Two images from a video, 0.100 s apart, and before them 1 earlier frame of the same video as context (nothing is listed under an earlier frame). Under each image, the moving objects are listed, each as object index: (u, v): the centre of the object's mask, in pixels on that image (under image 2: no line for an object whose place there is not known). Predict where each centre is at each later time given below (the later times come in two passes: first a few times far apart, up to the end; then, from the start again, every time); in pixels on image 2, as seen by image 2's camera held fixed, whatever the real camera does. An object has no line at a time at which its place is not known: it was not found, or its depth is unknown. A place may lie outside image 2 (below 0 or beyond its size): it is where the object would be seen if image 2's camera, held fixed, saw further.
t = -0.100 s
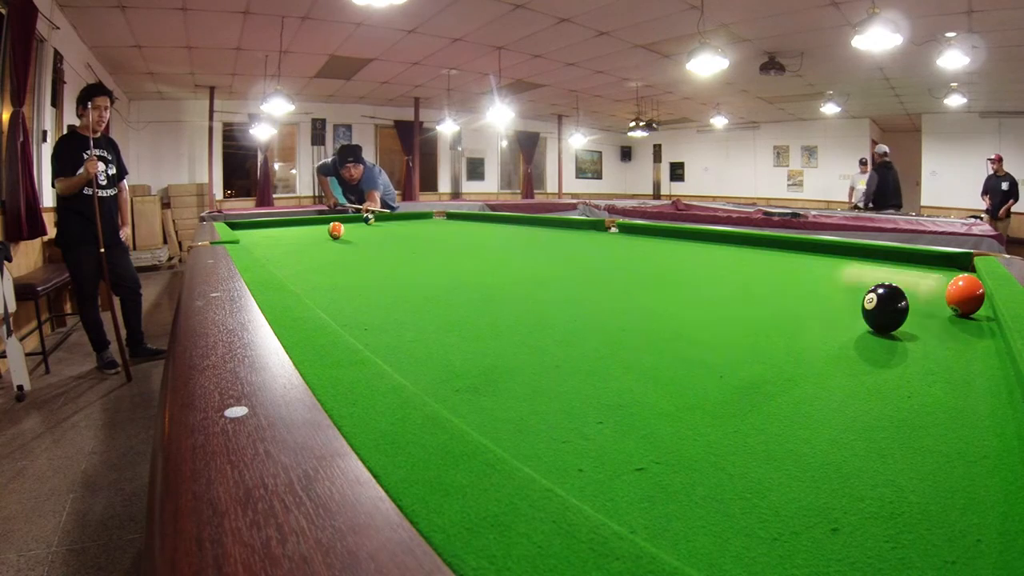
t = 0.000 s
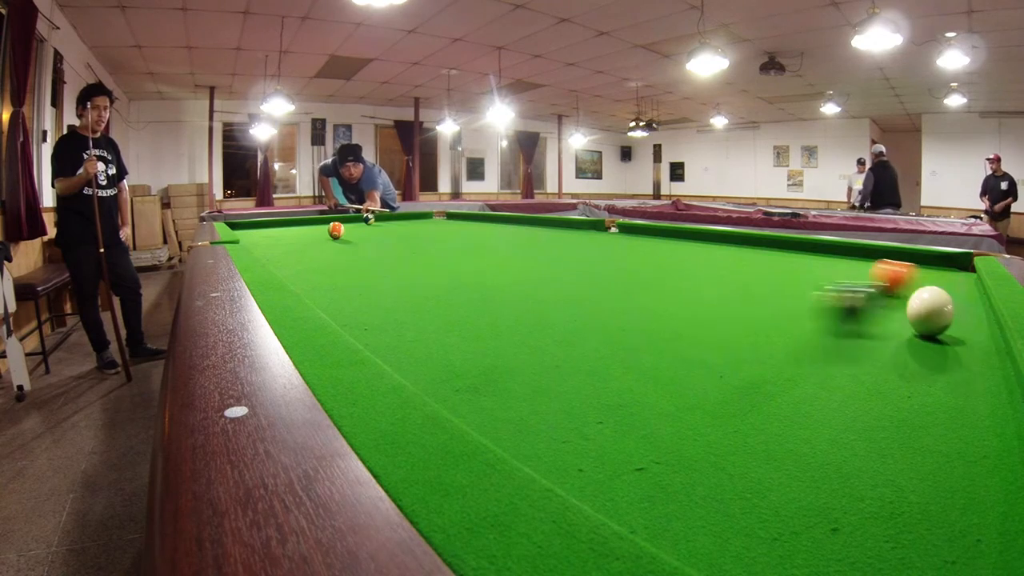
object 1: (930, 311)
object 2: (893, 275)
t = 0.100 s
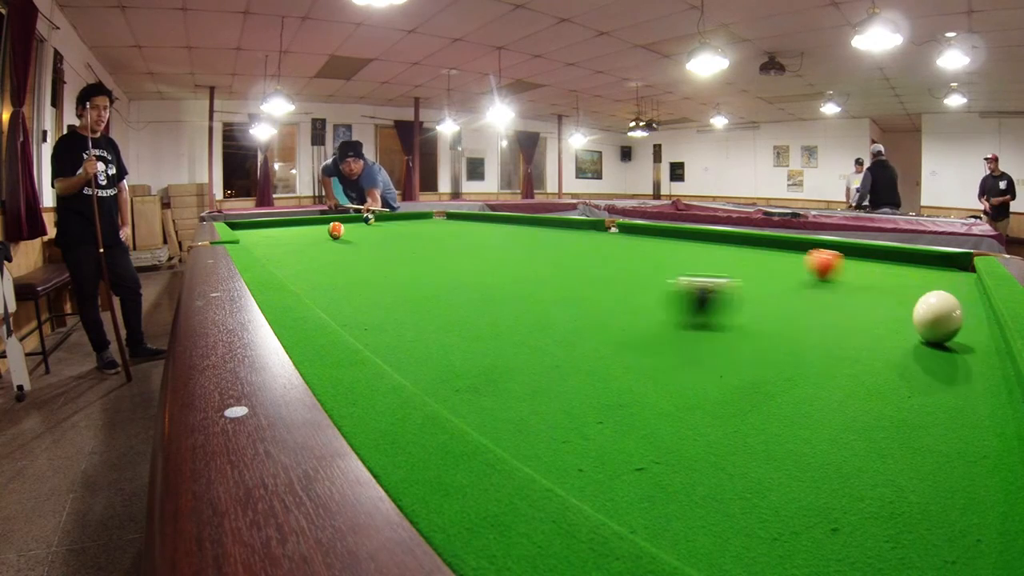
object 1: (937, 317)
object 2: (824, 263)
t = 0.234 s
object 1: (948, 325)
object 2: (758, 251)
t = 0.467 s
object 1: (967, 341)
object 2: (677, 238)
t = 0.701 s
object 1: (983, 359)
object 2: (626, 229)
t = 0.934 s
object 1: (978, 378)
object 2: (590, 223)
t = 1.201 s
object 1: (973, 403)
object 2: (532, 223)
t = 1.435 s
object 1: (966, 428)
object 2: (476, 225)
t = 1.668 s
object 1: (959, 454)
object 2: (417, 228)
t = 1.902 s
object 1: (954, 482)
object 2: (355, 230)
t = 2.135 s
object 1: (951, 508)
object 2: (295, 233)
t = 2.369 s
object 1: (948, 521)
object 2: (247, 235)
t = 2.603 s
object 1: (947, 529)
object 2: (288, 232)
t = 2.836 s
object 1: (949, 534)
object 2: (324, 230)
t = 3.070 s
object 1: (949, 533)
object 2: (359, 228)
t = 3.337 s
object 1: (949, 532)
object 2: (395, 226)
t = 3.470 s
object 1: (949, 531)
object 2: (412, 225)
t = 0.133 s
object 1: (940, 319)
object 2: (805, 260)
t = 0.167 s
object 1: (942, 321)
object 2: (789, 257)
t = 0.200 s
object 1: (945, 323)
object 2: (773, 254)
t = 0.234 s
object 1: (948, 325)
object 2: (758, 251)
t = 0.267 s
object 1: (950, 327)
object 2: (744, 249)
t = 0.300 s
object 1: (953, 329)
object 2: (731, 247)
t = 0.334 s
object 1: (955, 332)
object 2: (718, 244)
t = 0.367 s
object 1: (958, 334)
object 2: (707, 243)
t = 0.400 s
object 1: (961, 336)
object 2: (696, 241)
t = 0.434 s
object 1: (964, 338)
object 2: (686, 239)
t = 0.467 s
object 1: (967, 341)
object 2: (677, 238)
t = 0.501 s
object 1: (970, 343)
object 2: (668, 236)
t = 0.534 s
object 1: (972, 346)
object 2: (660, 235)
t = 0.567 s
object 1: (976, 349)
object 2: (652, 234)
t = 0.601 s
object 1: (978, 351)
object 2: (645, 232)
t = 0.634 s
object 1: (982, 354)
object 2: (638, 231)
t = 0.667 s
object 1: (984, 357)
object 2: (631, 230)
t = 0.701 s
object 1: (983, 359)
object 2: (626, 229)
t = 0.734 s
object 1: (982, 362)
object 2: (620, 228)
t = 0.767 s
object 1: (981, 364)
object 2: (614, 227)
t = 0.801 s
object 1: (980, 367)
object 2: (608, 226)
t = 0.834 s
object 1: (980, 369)
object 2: (604, 225)
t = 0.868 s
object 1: (979, 372)
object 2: (599, 225)
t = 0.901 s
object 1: (978, 375)
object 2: (594, 224)
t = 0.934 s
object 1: (978, 378)
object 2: (590, 223)
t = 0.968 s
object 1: (977, 381)
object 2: (585, 223)
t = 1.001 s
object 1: (977, 384)
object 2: (577, 223)
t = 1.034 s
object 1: (976, 387)
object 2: (570, 223)
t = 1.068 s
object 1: (975, 390)
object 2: (563, 223)
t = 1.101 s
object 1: (975, 393)
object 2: (555, 223)
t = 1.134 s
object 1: (974, 397)
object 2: (548, 223)
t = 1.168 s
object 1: (973, 400)
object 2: (540, 223)
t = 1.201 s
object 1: (973, 403)
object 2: (532, 223)
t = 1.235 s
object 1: (972, 406)
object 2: (524, 224)
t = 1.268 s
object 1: (971, 410)
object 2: (517, 224)
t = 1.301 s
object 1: (970, 413)
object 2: (508, 224)
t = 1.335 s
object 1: (969, 417)
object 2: (501, 224)
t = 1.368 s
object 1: (968, 420)
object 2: (492, 224)
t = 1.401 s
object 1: (967, 424)
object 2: (484, 224)
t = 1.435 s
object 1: (966, 428)
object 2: (476, 225)
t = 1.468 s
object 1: (965, 431)
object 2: (468, 225)
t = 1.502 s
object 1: (964, 435)
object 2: (459, 226)
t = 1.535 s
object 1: (963, 438)
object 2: (451, 226)
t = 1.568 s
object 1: (962, 442)
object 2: (442, 226)
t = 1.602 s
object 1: (961, 446)
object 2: (433, 227)
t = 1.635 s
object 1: (960, 450)
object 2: (425, 227)
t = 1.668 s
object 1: (959, 454)
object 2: (417, 228)
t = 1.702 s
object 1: (958, 458)
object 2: (408, 228)
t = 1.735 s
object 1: (958, 462)
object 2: (399, 228)
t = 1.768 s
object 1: (957, 466)
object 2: (391, 228)
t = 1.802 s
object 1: (956, 470)
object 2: (382, 228)
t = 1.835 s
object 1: (956, 474)
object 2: (373, 229)
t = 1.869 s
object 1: (955, 478)
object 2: (364, 230)
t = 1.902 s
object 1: (954, 482)
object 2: (355, 230)
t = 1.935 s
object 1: (954, 486)
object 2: (347, 230)
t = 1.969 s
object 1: (953, 490)
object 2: (338, 231)
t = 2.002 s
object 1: (952, 493)
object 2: (329, 231)
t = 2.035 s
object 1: (952, 497)
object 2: (322, 231)
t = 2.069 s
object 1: (952, 501)
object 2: (313, 232)
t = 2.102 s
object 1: (951, 505)
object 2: (304, 232)
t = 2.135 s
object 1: (951, 508)
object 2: (295, 233)
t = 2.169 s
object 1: (950, 510)
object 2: (287, 233)
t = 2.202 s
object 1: (950, 512)
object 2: (278, 233)
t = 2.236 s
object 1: (949, 514)
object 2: (270, 234)
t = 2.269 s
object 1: (949, 516)
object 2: (262, 234)
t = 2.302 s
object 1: (949, 518)
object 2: (253, 235)
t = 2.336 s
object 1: (948, 520)
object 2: (246, 235)
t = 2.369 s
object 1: (948, 521)
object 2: (247, 235)
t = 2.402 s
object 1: (948, 523)
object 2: (254, 234)
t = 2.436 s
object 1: (948, 524)
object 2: (260, 234)
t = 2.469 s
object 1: (948, 525)
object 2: (265, 234)
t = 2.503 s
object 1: (947, 526)
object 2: (271, 233)
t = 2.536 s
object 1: (947, 527)
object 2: (276, 233)
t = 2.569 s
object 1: (947, 528)
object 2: (283, 233)
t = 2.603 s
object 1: (947, 529)
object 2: (288, 232)
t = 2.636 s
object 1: (947, 530)
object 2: (293, 233)
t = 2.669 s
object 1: (947, 531)
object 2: (299, 232)
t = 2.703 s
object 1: (948, 532)
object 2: (304, 231)
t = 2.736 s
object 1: (948, 532)
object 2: (309, 231)
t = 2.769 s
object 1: (948, 533)
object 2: (315, 231)
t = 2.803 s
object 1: (949, 534)
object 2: (320, 230)
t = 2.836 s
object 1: (949, 534)
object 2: (324, 230)
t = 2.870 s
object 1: (949, 534)
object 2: (330, 229)
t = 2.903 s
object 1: (949, 534)
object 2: (335, 229)
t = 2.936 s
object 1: (950, 534)
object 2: (340, 229)
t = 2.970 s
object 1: (949, 534)
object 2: (345, 229)
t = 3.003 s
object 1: (949, 534)
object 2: (350, 228)
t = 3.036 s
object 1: (949, 534)
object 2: (354, 228)
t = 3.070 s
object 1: (949, 533)
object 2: (359, 228)
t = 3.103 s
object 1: (949, 533)
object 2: (364, 228)
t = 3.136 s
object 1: (949, 533)
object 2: (369, 227)
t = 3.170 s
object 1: (949, 533)
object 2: (373, 227)
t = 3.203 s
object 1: (949, 533)
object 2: (378, 227)
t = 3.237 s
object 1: (949, 532)
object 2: (382, 227)
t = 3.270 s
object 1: (949, 532)
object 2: (387, 226)
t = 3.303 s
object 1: (949, 532)
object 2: (391, 226)
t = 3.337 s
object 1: (949, 532)
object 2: (395, 226)
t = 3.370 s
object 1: (949, 532)
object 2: (399, 226)
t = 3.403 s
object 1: (949, 532)
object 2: (404, 226)
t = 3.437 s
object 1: (949, 531)
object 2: (408, 225)
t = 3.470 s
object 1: (949, 531)
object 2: (412, 225)
